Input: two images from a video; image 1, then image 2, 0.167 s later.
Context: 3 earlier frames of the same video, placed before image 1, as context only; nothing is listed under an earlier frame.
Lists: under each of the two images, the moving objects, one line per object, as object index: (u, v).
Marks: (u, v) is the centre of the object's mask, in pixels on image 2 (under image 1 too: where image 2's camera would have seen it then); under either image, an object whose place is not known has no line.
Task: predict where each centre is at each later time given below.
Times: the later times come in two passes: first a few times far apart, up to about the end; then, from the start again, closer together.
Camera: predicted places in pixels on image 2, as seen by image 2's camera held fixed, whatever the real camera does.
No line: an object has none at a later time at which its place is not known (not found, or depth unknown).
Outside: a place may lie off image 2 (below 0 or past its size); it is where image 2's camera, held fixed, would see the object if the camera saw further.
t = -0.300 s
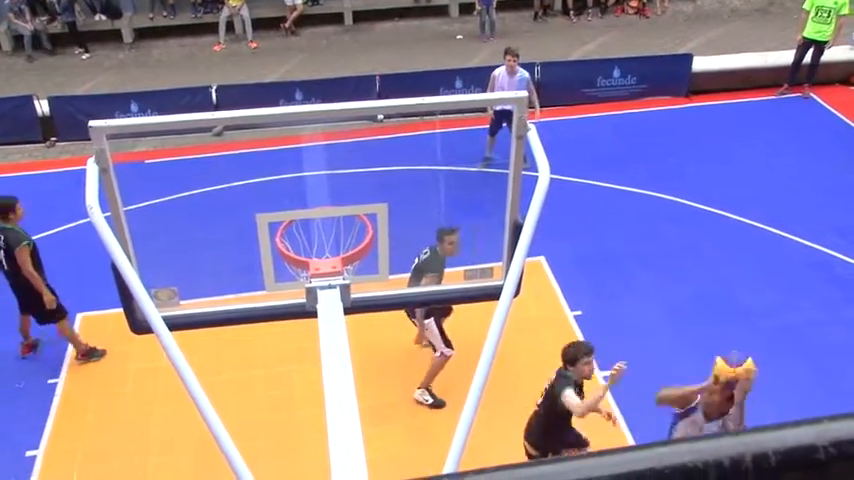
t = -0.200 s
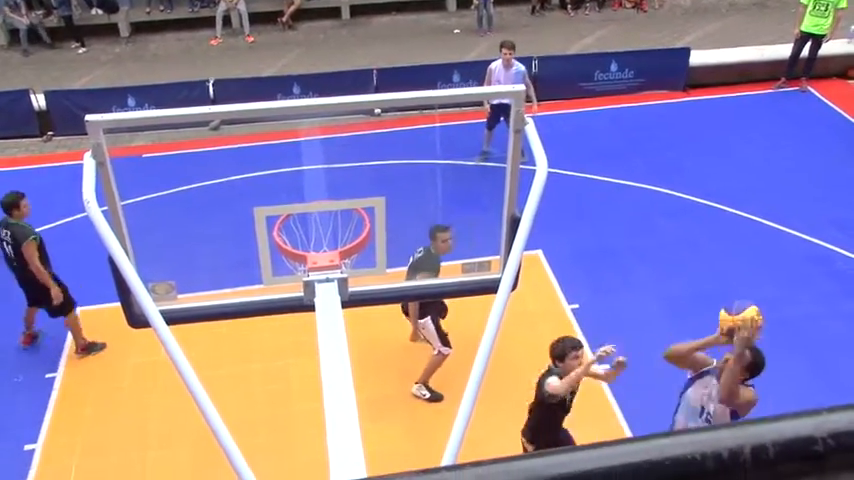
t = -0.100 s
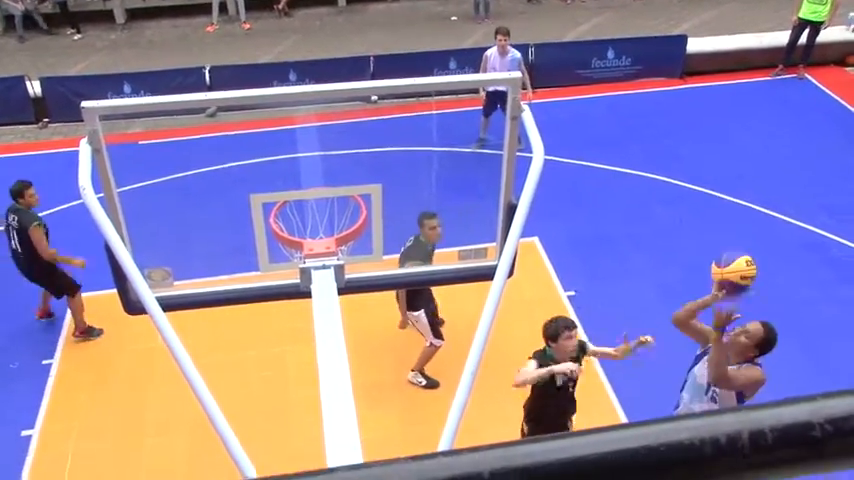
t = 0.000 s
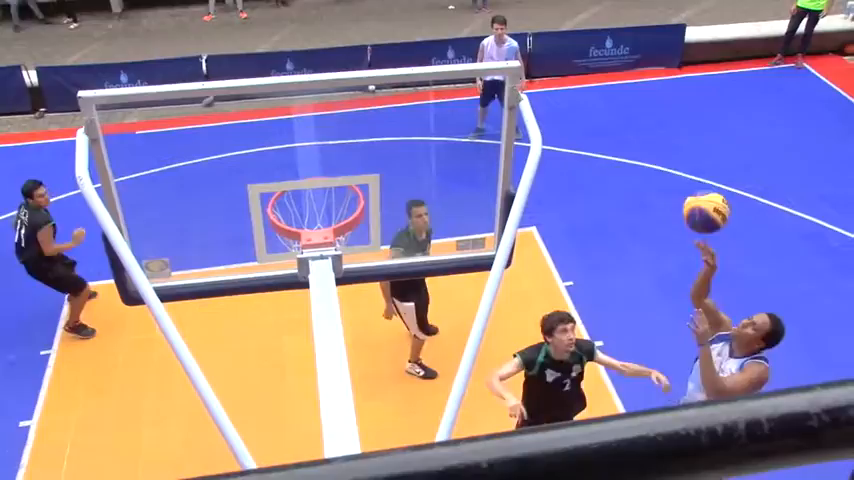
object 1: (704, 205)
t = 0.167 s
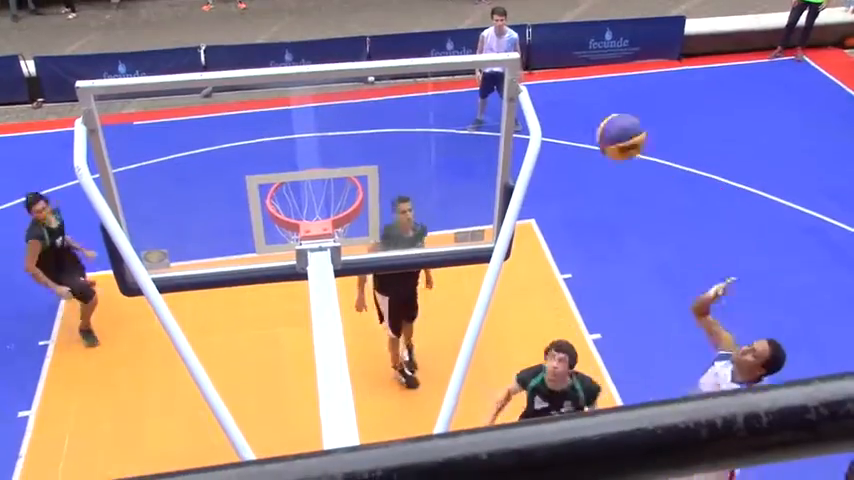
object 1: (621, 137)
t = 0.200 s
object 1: (602, 128)
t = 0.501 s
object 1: (417, 136)
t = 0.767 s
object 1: (293, 199)
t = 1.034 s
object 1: (340, 194)
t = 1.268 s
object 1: (352, 228)
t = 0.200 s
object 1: (602, 128)
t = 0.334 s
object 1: (534, 109)
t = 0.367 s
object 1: (494, 111)
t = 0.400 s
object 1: (481, 116)
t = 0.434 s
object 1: (461, 121)
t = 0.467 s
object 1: (439, 127)
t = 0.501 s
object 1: (417, 136)
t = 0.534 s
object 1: (396, 146)
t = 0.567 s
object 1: (378, 155)
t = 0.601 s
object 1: (353, 167)
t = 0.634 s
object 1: (340, 194)
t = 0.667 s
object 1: (326, 196)
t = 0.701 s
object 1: (319, 197)
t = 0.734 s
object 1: (299, 200)
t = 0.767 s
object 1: (293, 199)
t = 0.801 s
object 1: (299, 199)
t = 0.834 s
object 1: (307, 199)
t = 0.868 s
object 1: (314, 200)
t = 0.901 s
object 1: (321, 200)
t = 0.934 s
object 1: (327, 198)
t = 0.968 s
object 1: (332, 197)
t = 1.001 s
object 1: (338, 194)
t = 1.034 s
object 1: (340, 194)
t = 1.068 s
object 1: (341, 194)
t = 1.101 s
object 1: (340, 197)
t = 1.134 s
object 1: (341, 198)
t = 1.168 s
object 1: (341, 198)
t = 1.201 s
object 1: (341, 199)
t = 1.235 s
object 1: (342, 213)
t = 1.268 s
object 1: (352, 228)
